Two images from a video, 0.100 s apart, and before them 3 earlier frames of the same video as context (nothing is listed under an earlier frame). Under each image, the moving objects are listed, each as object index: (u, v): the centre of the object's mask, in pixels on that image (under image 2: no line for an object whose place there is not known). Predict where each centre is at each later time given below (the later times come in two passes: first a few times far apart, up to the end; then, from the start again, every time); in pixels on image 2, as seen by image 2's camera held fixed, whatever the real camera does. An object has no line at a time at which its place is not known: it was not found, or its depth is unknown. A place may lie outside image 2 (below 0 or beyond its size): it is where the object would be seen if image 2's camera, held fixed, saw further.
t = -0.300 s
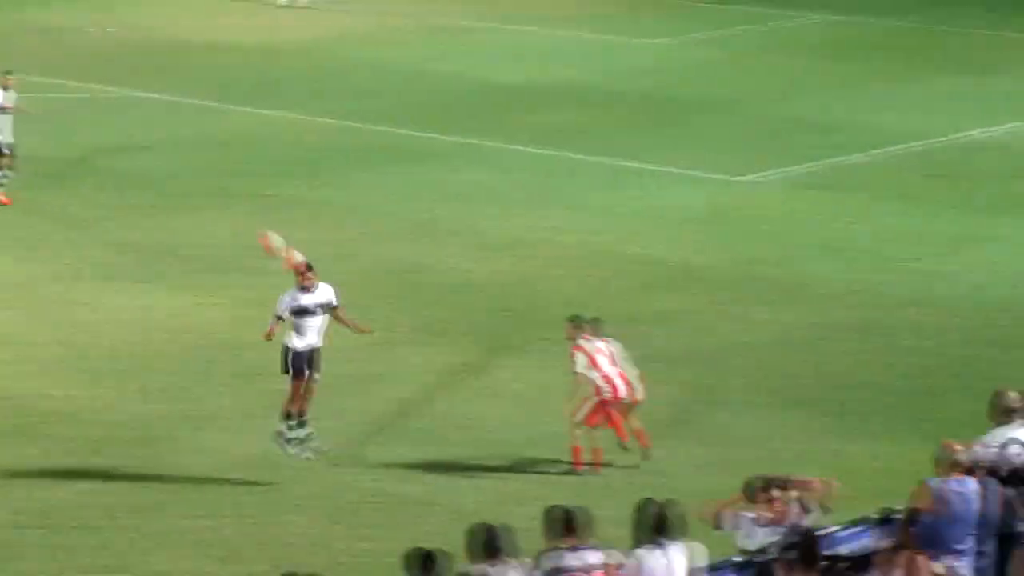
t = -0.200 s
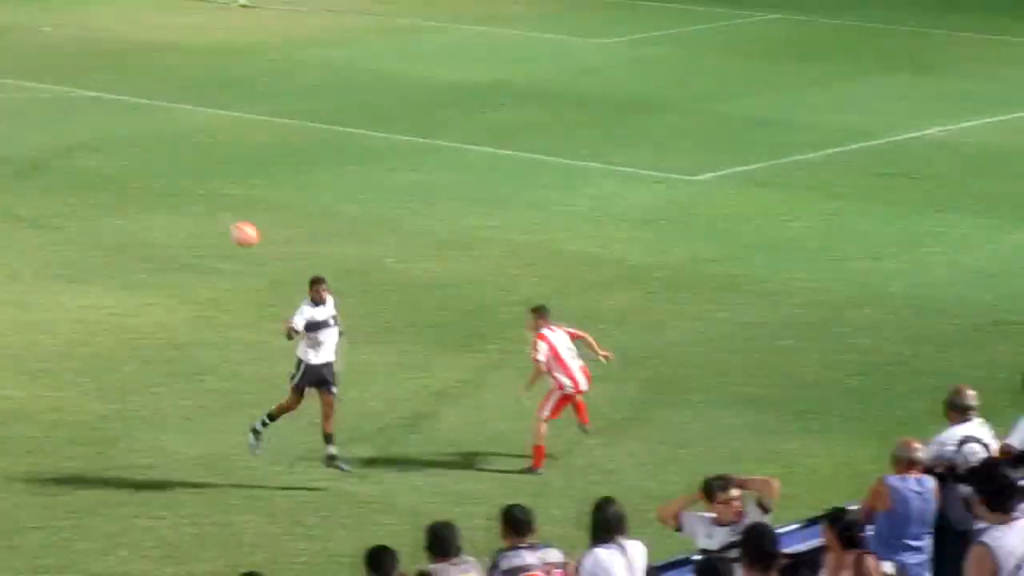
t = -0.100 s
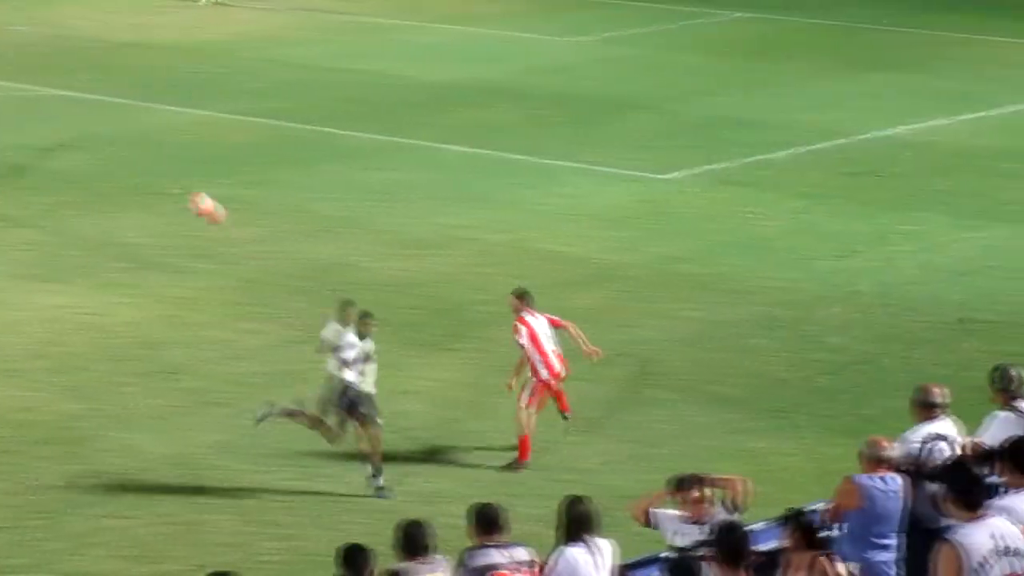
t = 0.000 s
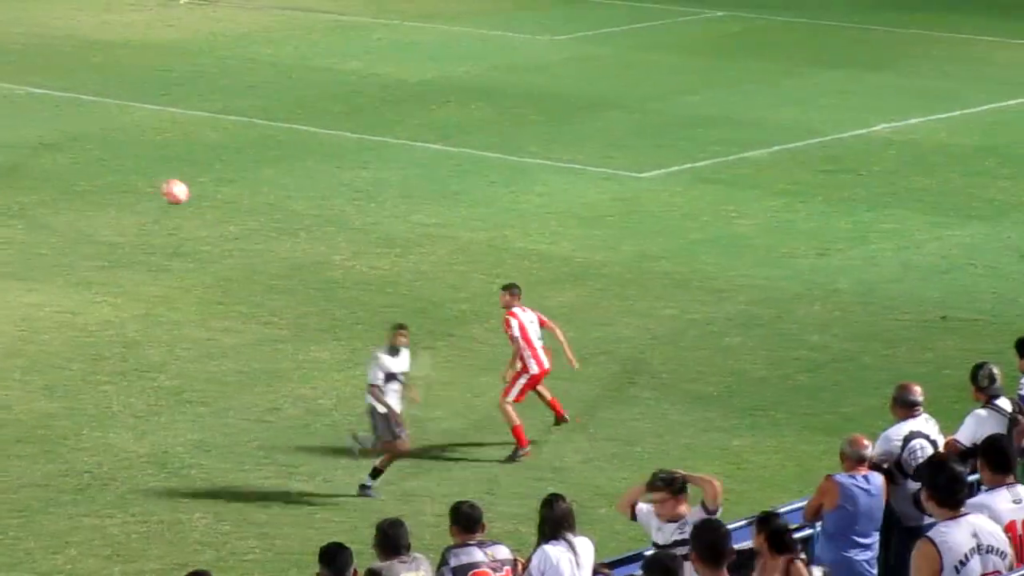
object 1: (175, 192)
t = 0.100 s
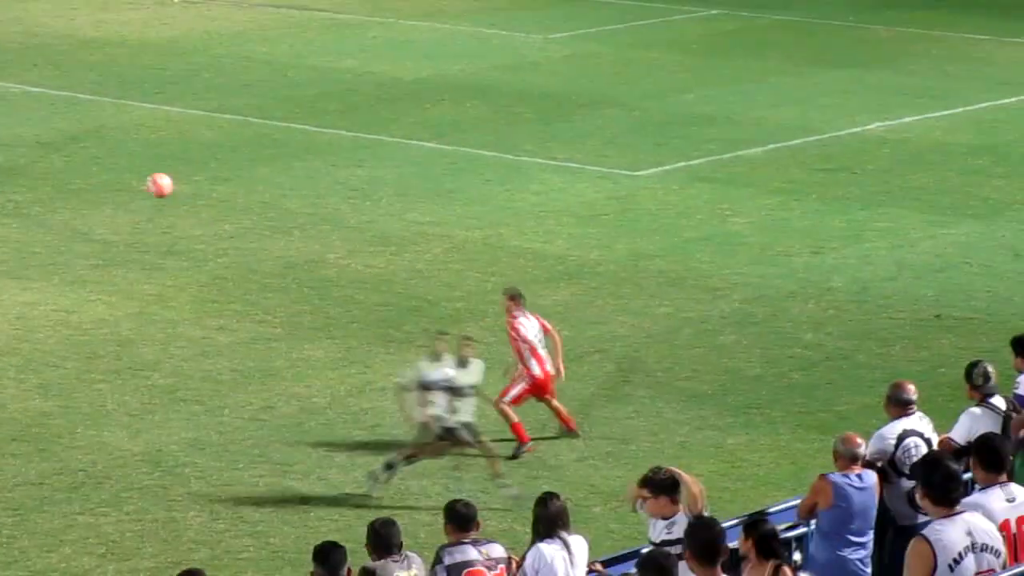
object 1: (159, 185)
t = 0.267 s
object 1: (144, 201)
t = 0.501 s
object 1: (129, 273)
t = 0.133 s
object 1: (157, 186)
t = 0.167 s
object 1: (154, 188)
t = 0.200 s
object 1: (150, 191)
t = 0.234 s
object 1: (147, 195)
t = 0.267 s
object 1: (144, 201)
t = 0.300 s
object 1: (144, 207)
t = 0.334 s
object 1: (143, 215)
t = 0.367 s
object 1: (145, 222)
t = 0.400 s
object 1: (141, 234)
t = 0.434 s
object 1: (138, 248)
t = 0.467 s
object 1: (135, 262)
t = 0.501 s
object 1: (129, 273)
